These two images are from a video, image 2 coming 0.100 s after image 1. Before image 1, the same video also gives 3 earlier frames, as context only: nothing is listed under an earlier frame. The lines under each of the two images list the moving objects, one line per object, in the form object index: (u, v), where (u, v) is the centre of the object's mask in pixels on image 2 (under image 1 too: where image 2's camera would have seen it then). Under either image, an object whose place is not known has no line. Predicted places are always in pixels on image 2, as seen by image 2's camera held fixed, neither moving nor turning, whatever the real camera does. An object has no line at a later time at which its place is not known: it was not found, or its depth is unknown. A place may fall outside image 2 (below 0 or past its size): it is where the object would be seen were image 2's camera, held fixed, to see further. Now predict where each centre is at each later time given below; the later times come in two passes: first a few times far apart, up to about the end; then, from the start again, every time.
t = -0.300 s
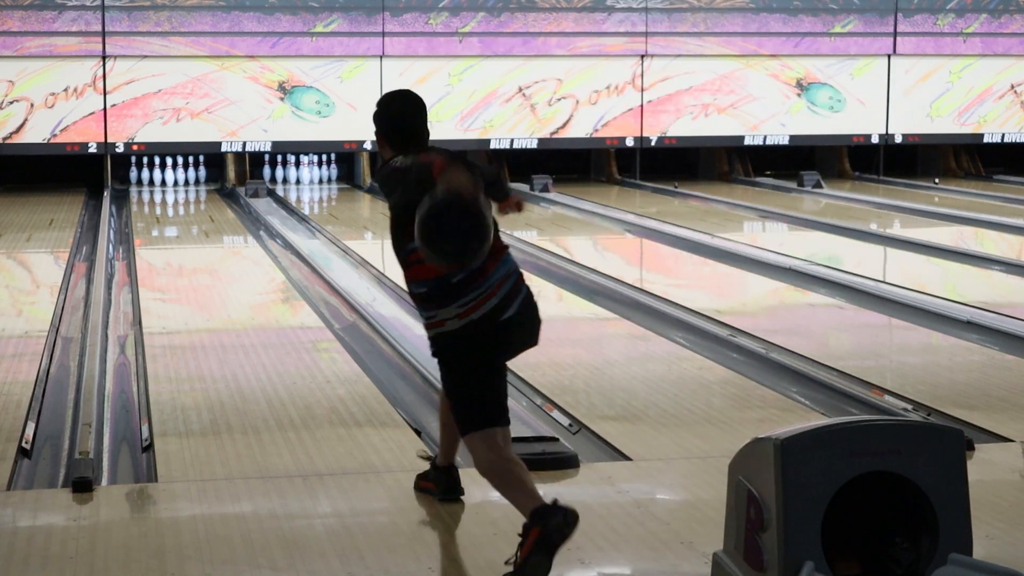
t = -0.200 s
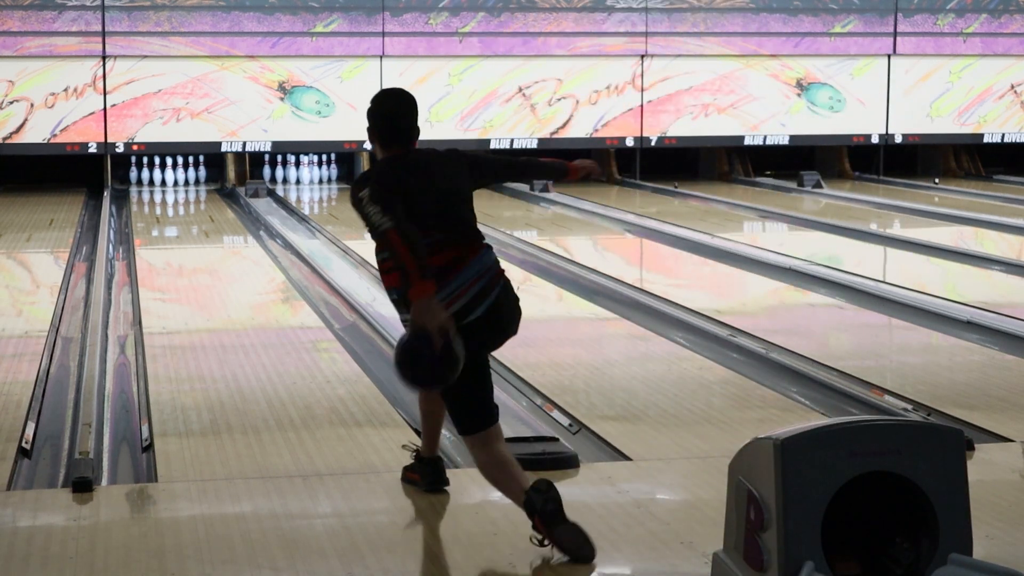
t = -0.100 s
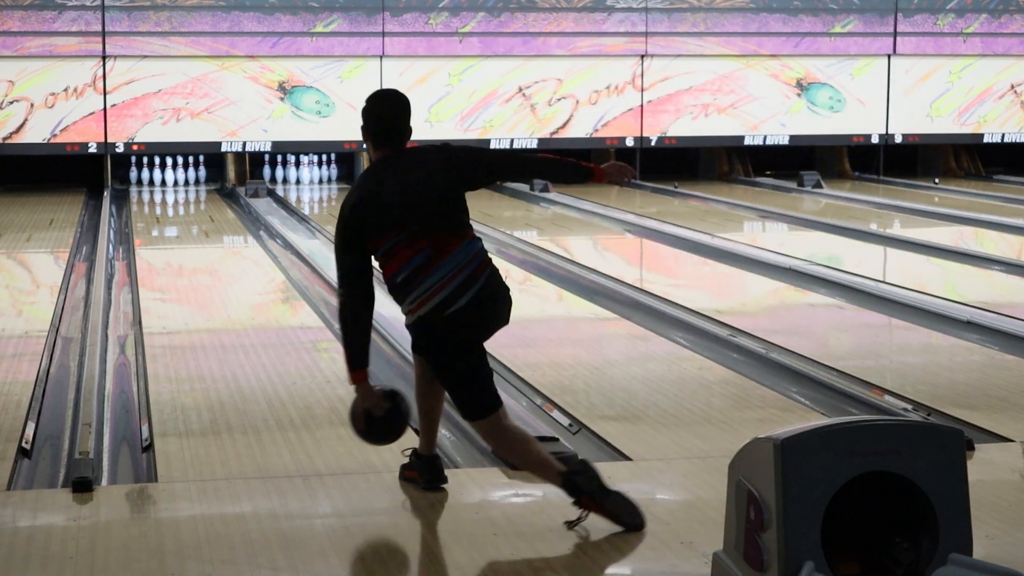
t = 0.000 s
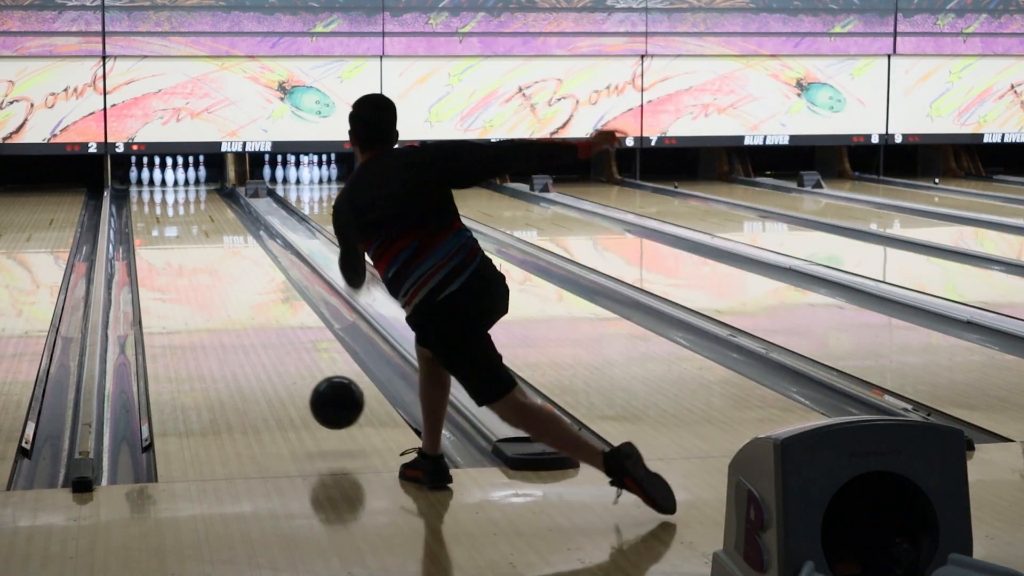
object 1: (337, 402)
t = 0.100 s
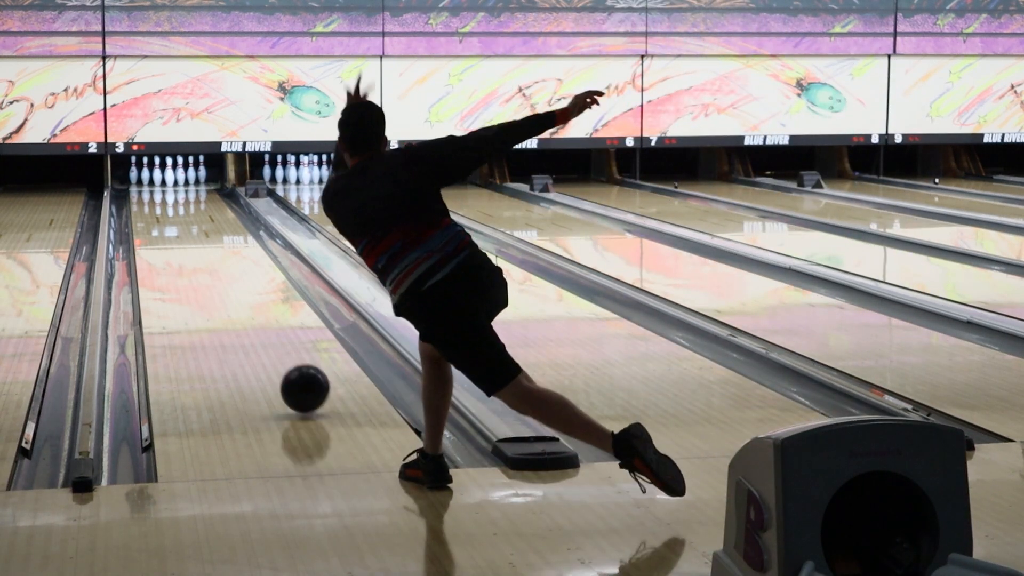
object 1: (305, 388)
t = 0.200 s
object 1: (278, 363)
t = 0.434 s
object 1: (233, 315)
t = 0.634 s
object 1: (205, 285)
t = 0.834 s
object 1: (184, 261)
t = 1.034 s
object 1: (168, 242)
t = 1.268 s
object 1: (155, 225)
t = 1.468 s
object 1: (147, 213)
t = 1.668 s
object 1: (143, 203)
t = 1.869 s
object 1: (145, 194)
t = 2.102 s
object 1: (153, 186)
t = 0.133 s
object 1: (296, 377)
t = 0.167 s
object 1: (287, 369)
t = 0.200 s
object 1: (278, 363)
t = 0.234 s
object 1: (271, 355)
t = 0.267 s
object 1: (264, 348)
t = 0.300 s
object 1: (257, 341)
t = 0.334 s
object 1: (250, 334)
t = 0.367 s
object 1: (244, 327)
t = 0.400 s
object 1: (238, 321)
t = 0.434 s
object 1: (233, 315)
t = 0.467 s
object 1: (227, 309)
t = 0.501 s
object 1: (222, 304)
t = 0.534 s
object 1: (218, 299)
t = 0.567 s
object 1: (213, 294)
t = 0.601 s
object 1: (209, 289)
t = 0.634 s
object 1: (205, 285)
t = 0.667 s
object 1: (201, 280)
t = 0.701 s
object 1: (197, 276)
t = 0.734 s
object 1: (194, 272)
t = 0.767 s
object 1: (191, 268)
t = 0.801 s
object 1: (187, 265)
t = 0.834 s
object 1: (184, 261)
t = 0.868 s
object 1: (182, 257)
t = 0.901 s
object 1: (179, 254)
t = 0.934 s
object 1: (176, 251)
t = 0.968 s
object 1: (173, 248)
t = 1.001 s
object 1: (171, 245)
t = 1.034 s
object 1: (168, 242)
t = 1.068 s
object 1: (166, 239)
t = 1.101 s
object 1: (164, 237)
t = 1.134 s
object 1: (162, 234)
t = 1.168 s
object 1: (160, 232)
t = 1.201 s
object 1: (158, 229)
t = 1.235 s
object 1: (156, 227)
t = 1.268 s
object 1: (155, 225)
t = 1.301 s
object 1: (153, 223)
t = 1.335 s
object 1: (151, 221)
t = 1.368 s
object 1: (150, 219)
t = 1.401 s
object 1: (149, 217)
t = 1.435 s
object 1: (148, 215)
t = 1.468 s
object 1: (147, 213)
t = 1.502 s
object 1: (146, 211)
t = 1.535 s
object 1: (145, 209)
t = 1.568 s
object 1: (144, 208)
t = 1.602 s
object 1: (144, 206)
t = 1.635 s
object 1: (143, 204)
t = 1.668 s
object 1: (143, 203)
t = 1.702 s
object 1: (143, 201)
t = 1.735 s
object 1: (143, 200)
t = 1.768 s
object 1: (143, 198)
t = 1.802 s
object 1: (144, 197)
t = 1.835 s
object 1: (144, 196)
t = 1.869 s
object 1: (145, 194)
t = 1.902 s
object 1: (146, 193)
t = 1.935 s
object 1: (147, 192)
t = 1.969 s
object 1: (148, 191)
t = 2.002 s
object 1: (149, 190)
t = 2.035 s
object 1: (150, 188)
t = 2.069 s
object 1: (152, 187)
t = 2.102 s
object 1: (153, 186)
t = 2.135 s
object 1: (154, 185)
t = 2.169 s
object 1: (156, 184)
